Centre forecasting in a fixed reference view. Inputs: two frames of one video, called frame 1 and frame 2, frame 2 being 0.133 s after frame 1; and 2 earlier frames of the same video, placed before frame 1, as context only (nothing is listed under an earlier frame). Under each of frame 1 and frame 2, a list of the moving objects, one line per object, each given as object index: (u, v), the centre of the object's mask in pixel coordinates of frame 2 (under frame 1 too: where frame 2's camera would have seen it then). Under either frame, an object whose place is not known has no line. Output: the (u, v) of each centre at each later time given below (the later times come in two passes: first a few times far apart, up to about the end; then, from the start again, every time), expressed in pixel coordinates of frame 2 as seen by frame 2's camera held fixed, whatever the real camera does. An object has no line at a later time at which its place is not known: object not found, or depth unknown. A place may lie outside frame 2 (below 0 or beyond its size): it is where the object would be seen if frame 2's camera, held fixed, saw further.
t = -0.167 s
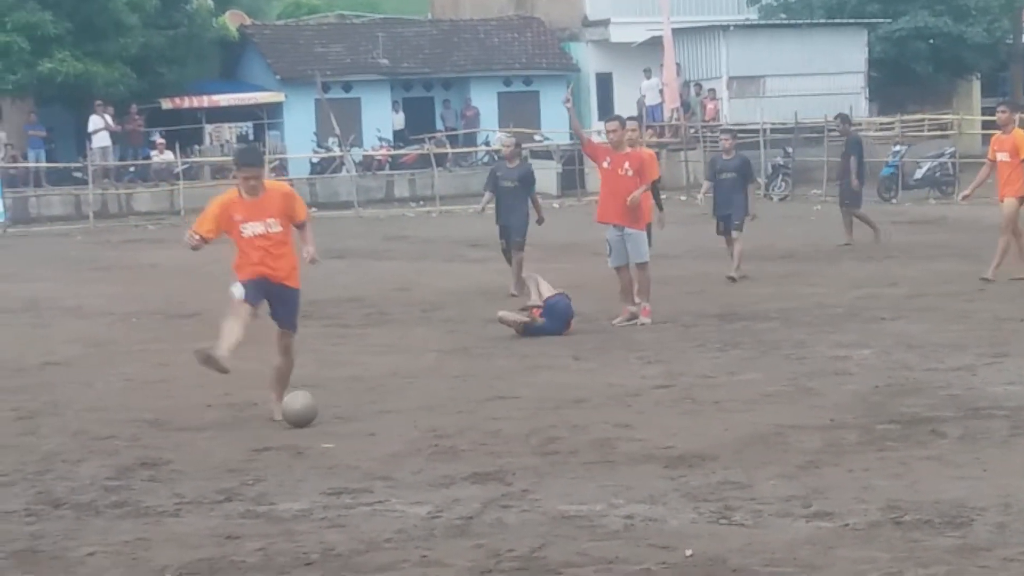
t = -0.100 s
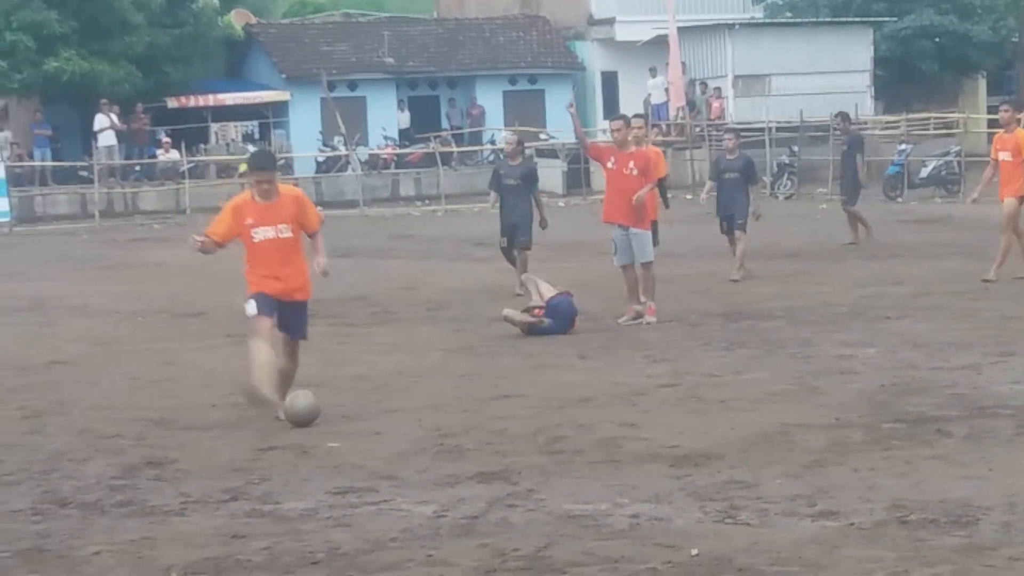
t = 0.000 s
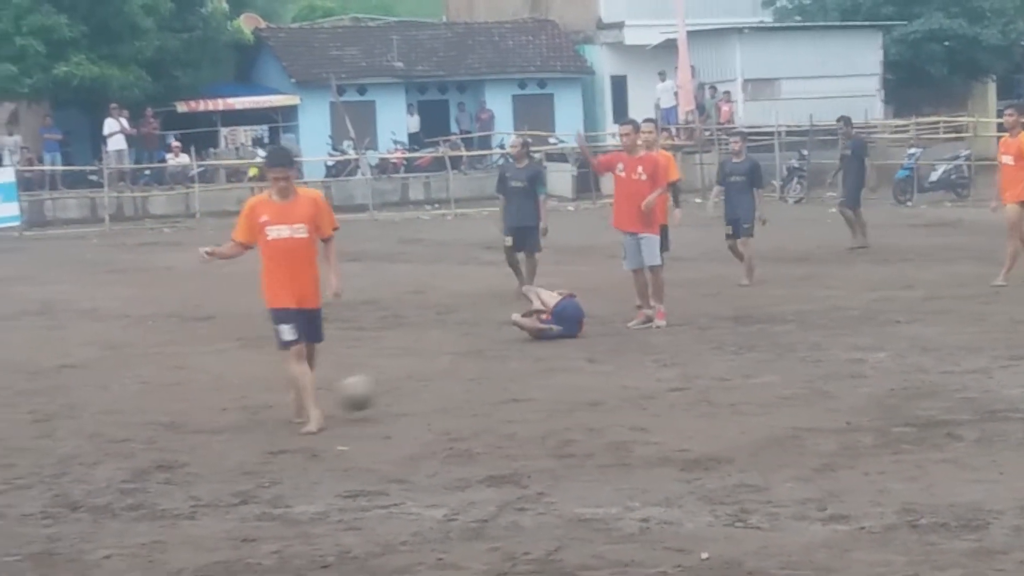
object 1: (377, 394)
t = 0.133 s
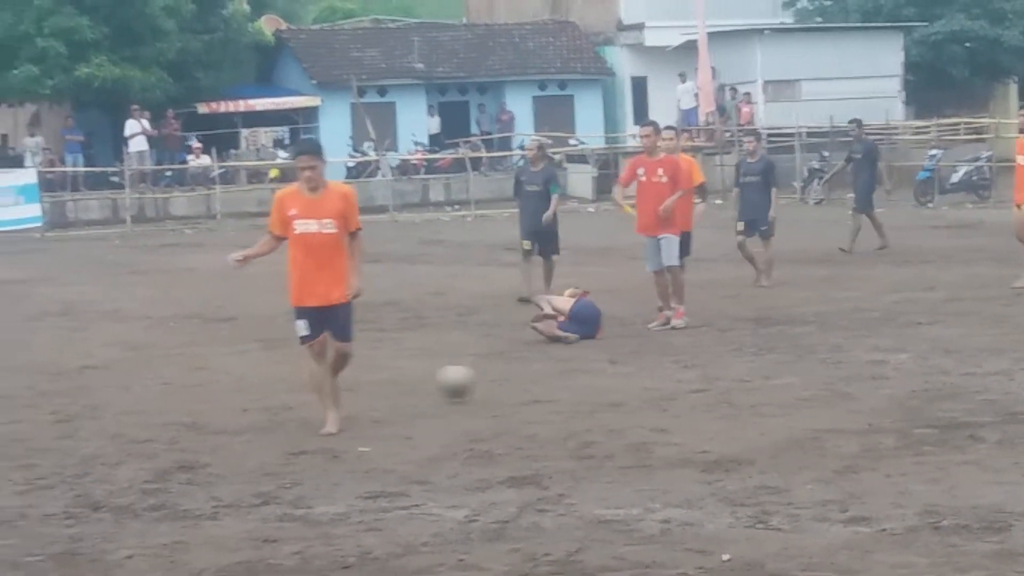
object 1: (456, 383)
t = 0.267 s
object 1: (512, 363)
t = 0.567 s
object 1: (603, 352)
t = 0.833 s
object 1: (664, 326)
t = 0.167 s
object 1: (474, 381)
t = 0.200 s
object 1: (487, 373)
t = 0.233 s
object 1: (499, 368)
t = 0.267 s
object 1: (512, 363)
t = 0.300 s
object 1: (524, 361)
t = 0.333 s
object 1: (538, 360)
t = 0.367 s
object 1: (551, 362)
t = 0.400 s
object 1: (561, 361)
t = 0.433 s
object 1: (569, 356)
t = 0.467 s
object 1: (579, 352)
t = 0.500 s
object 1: (587, 350)
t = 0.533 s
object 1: (595, 350)
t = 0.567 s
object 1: (603, 352)
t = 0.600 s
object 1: (611, 351)
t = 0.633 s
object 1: (619, 349)
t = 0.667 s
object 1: (627, 347)
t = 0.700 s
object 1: (635, 345)
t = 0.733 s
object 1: (643, 338)
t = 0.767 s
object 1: (650, 333)
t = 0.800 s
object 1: (657, 329)
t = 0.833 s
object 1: (664, 326)
